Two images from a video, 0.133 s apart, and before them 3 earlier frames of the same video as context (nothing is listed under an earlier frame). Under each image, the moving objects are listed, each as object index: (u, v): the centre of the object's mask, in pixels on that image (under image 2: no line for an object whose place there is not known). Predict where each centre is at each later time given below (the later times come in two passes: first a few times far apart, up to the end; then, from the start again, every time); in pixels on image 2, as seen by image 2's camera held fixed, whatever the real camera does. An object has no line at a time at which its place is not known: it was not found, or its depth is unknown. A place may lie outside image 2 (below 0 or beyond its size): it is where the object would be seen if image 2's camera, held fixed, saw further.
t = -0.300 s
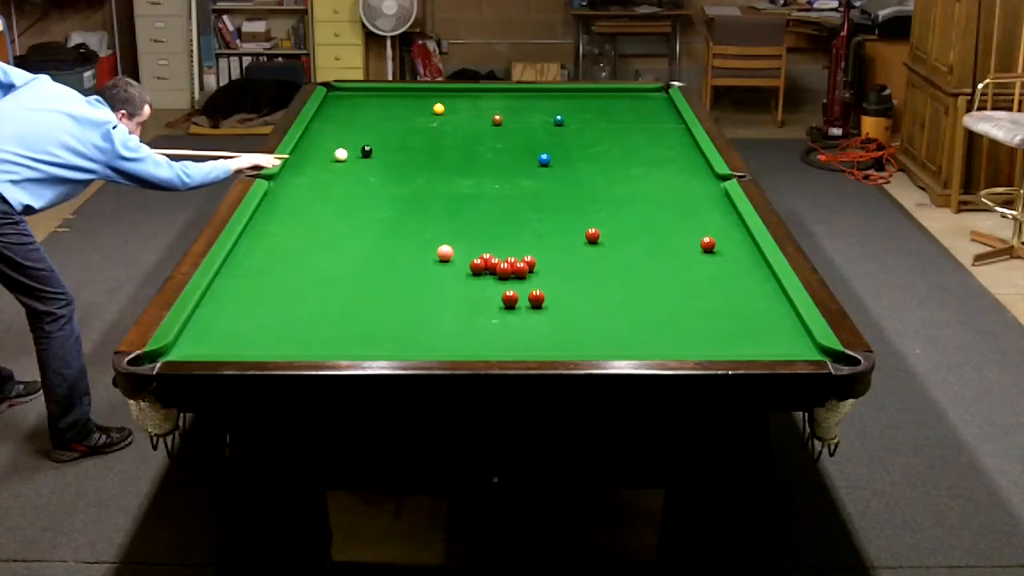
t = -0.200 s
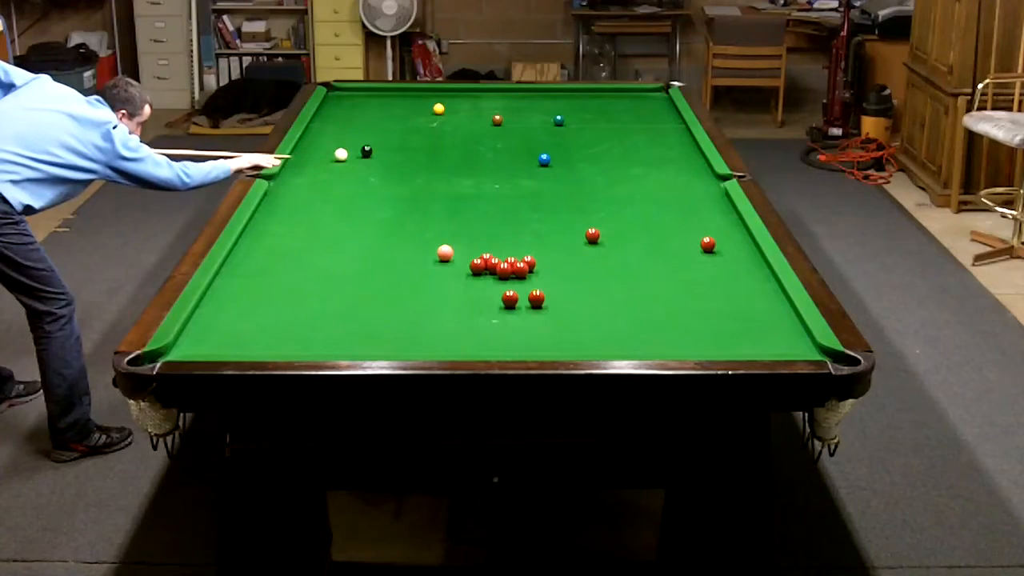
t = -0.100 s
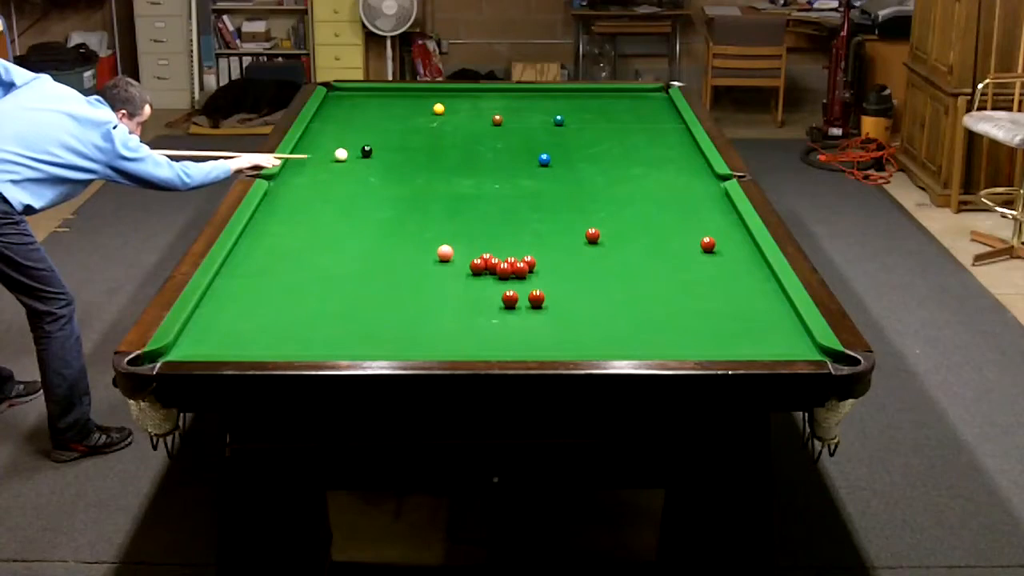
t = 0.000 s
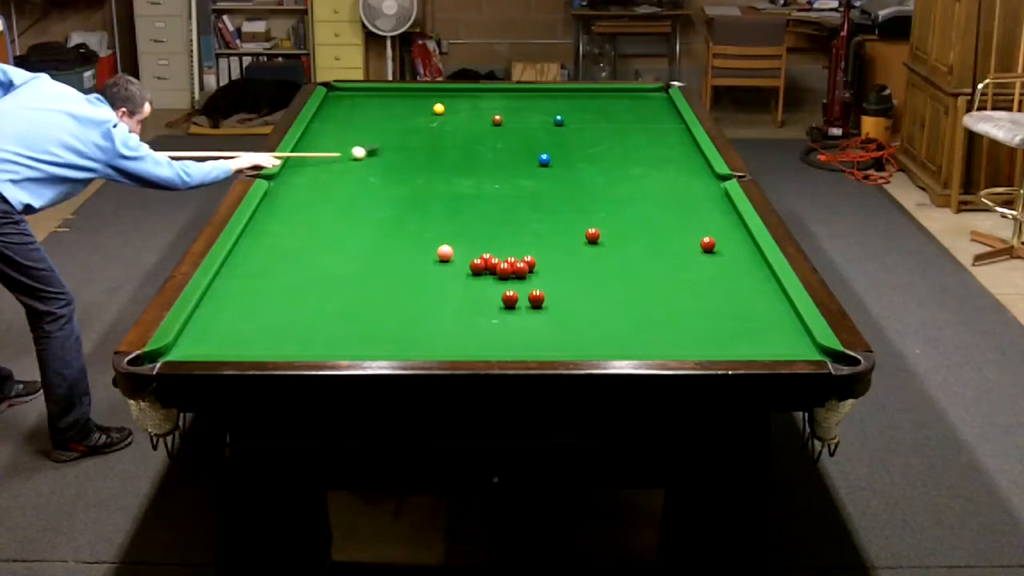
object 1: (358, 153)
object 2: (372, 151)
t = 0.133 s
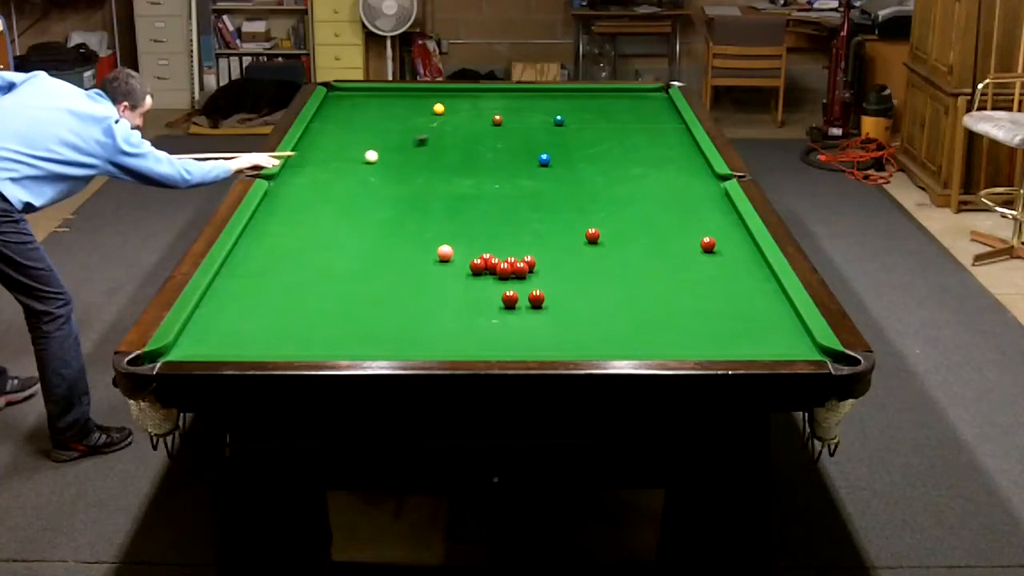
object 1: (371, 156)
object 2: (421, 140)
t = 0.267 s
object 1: (382, 159)
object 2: (461, 132)
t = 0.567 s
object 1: (405, 166)
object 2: (537, 117)
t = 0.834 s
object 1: (425, 172)
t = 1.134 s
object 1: (446, 178)
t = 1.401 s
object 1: (464, 183)
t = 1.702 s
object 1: (482, 189)
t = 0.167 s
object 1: (374, 157)
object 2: (432, 138)
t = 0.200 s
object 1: (376, 158)
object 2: (442, 136)
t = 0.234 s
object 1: (379, 159)
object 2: (452, 134)
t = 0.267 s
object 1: (382, 159)
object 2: (461, 132)
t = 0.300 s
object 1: (385, 160)
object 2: (470, 130)
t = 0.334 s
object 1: (387, 161)
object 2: (479, 128)
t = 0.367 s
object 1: (390, 162)
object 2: (487, 127)
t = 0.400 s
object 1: (392, 162)
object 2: (496, 125)
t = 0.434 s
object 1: (395, 163)
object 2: (505, 123)
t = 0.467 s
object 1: (397, 164)
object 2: (513, 121)
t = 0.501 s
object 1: (400, 164)
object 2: (521, 120)
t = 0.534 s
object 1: (402, 165)
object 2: (529, 118)
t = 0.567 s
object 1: (405, 166)
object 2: (537, 117)
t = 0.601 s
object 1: (407, 167)
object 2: (544, 115)
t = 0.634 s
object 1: (410, 167)
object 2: (553, 112)
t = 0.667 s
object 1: (412, 168)
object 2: (560, 110)
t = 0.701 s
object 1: (415, 169)
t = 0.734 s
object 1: (417, 170)
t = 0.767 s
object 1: (420, 170)
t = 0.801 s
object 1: (422, 171)
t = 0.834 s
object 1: (425, 172)
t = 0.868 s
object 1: (427, 172)
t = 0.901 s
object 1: (429, 173)
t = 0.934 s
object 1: (432, 174)
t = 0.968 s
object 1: (434, 174)
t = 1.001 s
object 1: (436, 175)
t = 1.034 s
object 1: (439, 176)
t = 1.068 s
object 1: (441, 176)
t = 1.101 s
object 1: (444, 177)
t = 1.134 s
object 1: (446, 178)
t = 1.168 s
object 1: (448, 178)
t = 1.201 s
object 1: (450, 179)
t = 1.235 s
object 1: (453, 180)
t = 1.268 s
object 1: (455, 181)
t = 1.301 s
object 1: (457, 181)
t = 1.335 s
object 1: (459, 182)
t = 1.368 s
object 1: (461, 183)
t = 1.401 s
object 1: (464, 183)
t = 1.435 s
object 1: (466, 184)
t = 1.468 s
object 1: (468, 184)
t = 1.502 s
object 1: (470, 185)
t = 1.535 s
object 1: (472, 186)
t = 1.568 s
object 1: (474, 186)
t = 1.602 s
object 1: (476, 187)
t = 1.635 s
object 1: (478, 187)
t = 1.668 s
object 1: (480, 188)
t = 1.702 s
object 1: (482, 189)
